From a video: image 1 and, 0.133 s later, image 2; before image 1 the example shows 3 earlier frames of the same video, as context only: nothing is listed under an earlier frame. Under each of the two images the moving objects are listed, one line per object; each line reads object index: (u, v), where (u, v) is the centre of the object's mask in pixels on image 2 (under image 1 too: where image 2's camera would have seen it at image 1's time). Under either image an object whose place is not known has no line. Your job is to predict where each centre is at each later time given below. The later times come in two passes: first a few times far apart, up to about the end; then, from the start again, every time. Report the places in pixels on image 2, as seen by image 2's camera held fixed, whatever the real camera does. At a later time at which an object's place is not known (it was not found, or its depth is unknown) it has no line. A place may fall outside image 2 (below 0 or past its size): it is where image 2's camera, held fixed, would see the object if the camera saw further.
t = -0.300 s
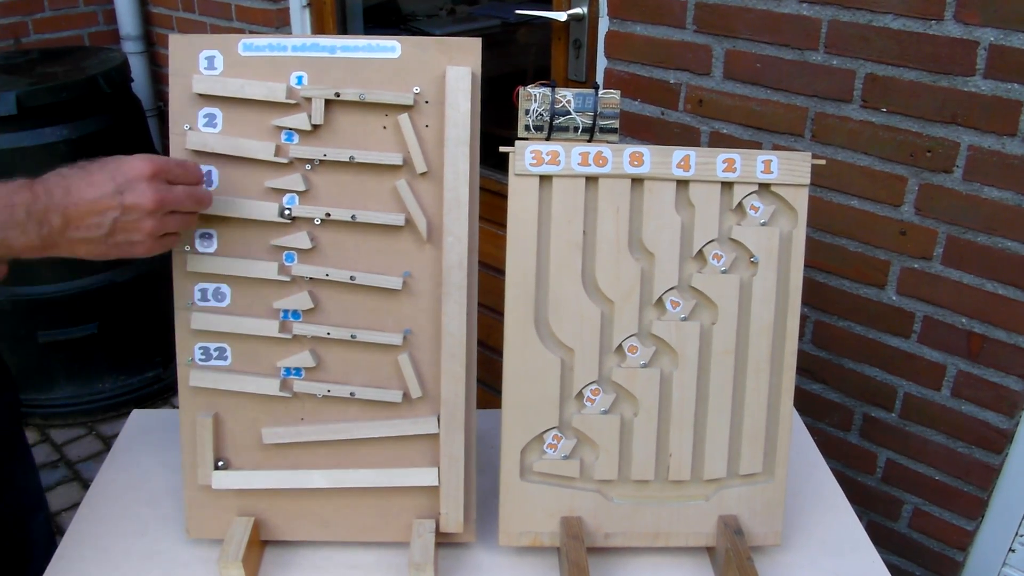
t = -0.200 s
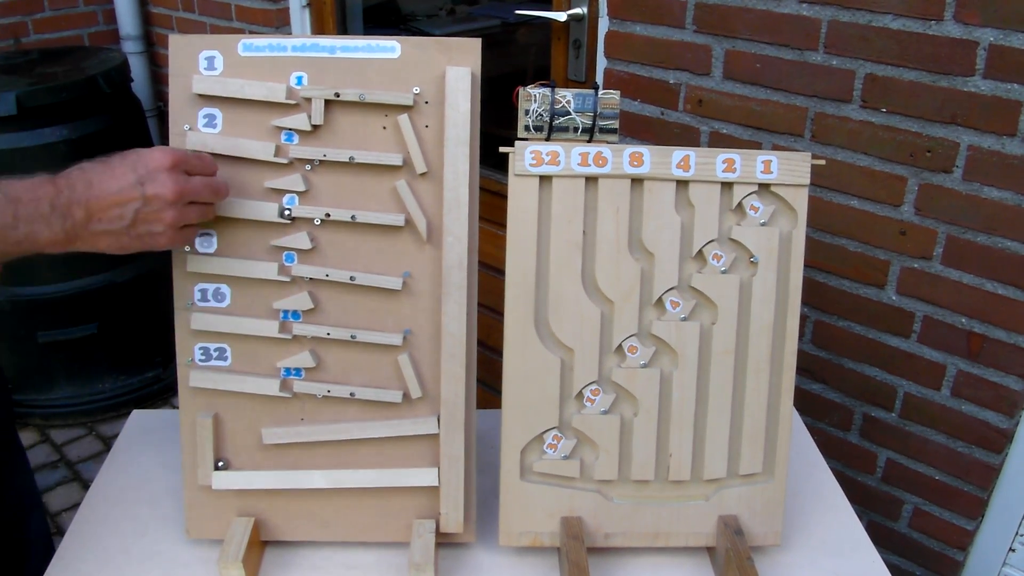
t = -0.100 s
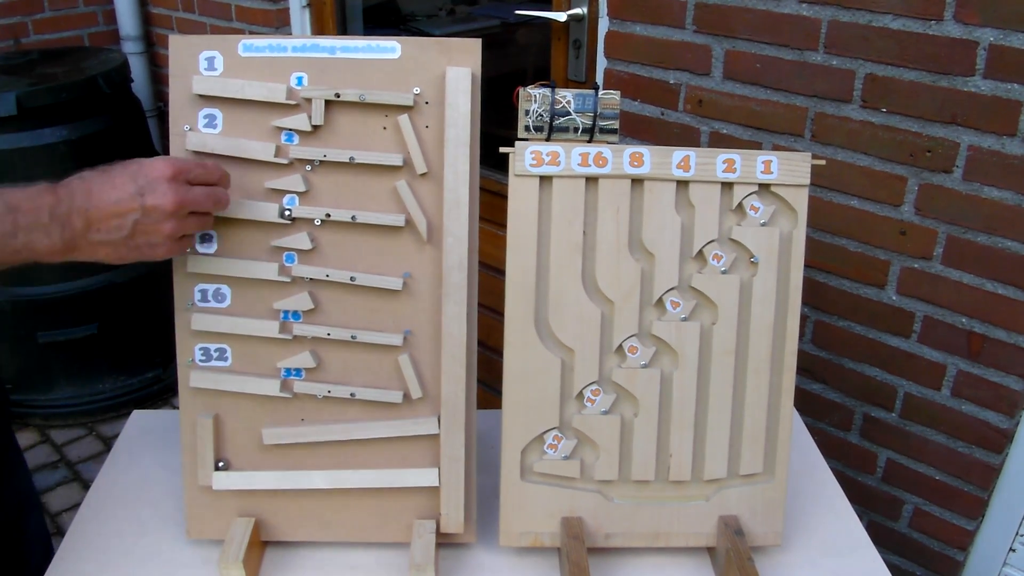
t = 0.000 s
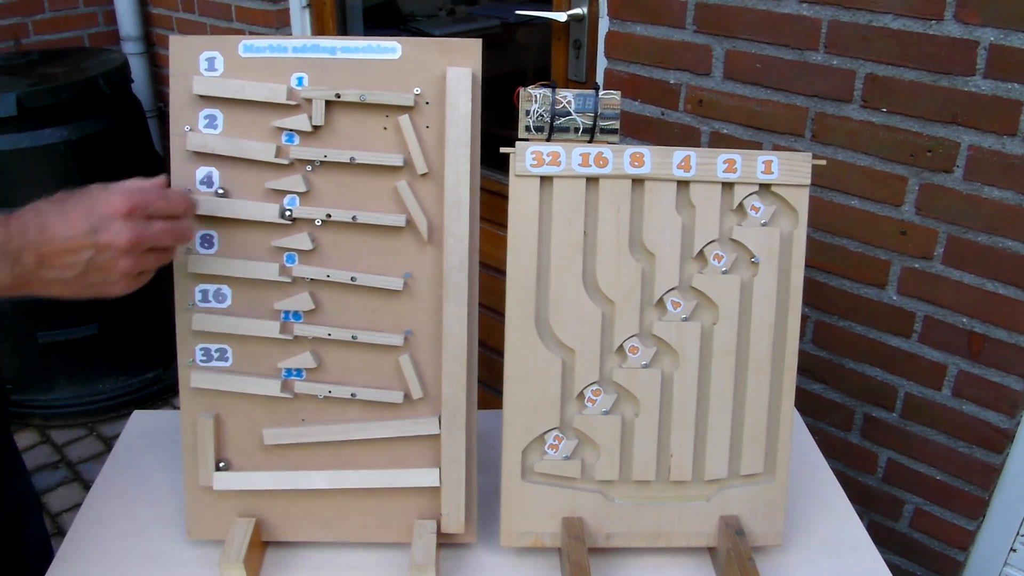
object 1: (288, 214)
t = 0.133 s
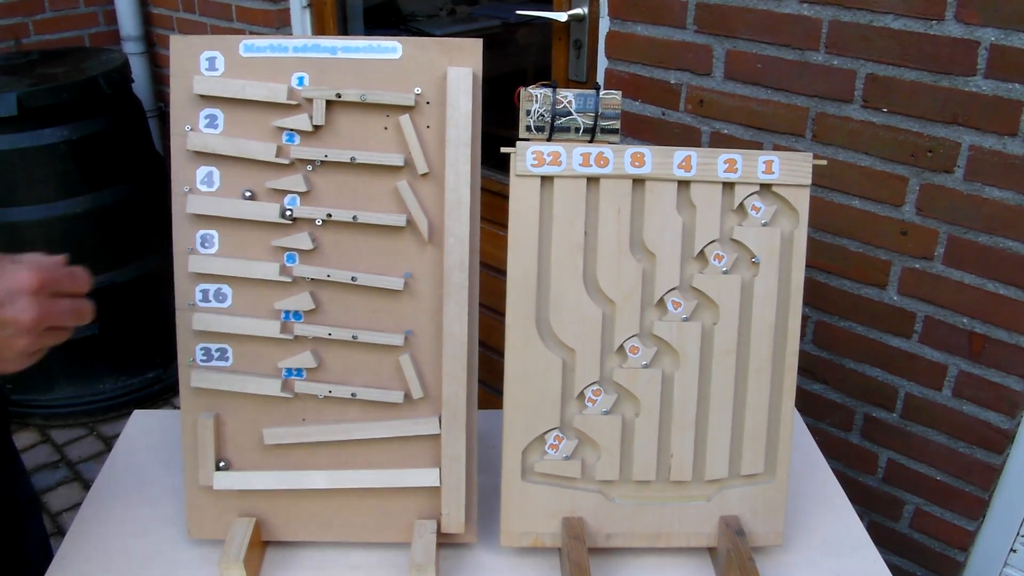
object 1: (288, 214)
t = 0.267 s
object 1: (287, 214)
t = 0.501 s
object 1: (288, 214)
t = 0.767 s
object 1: (304, 225)
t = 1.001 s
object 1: (266, 238)
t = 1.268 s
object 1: (225, 252)
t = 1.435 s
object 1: (222, 252)
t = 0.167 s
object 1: (288, 214)
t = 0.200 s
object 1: (288, 214)
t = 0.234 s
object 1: (288, 214)
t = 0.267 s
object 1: (287, 214)
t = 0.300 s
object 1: (288, 214)
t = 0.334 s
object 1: (288, 214)
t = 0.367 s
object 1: (288, 214)
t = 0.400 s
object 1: (288, 214)
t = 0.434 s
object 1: (288, 214)
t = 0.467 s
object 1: (288, 214)
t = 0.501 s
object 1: (288, 214)
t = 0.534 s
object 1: (288, 214)
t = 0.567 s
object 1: (288, 214)
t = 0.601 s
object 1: (289, 215)
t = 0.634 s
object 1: (291, 215)
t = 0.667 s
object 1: (295, 215)
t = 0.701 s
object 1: (299, 217)
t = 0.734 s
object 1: (303, 226)
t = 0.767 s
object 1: (304, 225)
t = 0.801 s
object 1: (302, 226)
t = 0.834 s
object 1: (299, 227)
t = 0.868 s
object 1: (295, 228)
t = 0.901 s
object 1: (290, 229)
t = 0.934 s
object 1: (284, 232)
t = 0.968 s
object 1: (276, 234)
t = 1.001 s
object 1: (266, 238)
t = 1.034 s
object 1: (258, 252)
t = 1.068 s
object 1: (251, 251)
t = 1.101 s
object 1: (245, 251)
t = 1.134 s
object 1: (240, 252)
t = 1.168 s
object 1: (235, 252)
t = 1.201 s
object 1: (231, 253)
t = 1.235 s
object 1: (228, 252)
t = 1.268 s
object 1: (225, 252)
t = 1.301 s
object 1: (223, 252)
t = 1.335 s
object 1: (222, 252)
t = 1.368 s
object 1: (221, 252)
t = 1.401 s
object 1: (221, 252)
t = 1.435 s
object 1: (222, 252)
